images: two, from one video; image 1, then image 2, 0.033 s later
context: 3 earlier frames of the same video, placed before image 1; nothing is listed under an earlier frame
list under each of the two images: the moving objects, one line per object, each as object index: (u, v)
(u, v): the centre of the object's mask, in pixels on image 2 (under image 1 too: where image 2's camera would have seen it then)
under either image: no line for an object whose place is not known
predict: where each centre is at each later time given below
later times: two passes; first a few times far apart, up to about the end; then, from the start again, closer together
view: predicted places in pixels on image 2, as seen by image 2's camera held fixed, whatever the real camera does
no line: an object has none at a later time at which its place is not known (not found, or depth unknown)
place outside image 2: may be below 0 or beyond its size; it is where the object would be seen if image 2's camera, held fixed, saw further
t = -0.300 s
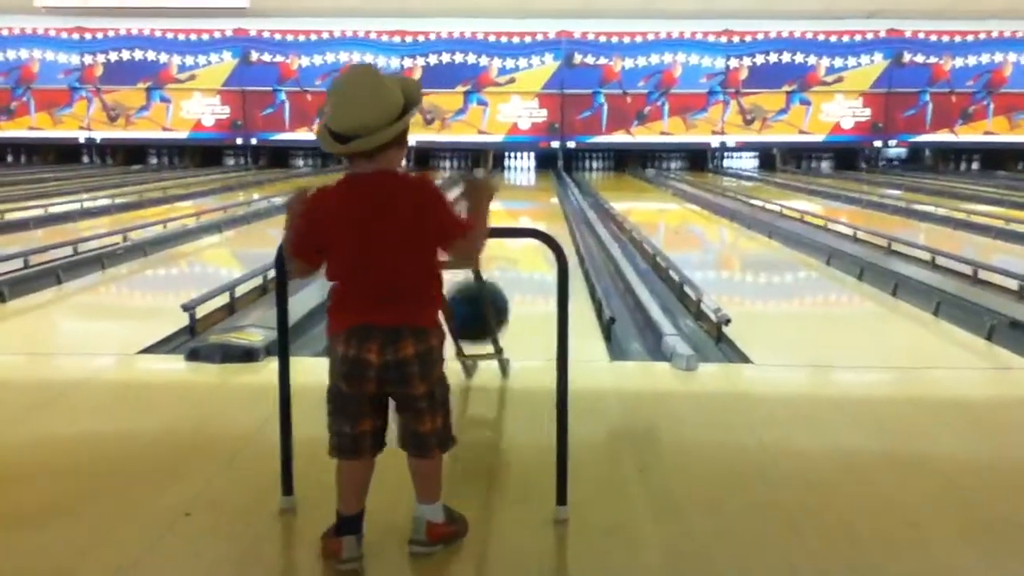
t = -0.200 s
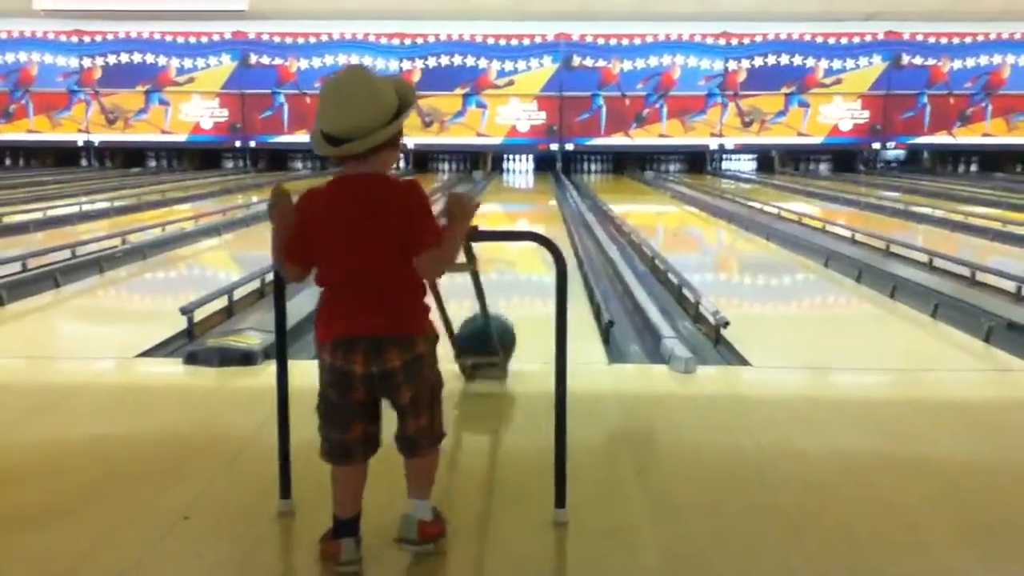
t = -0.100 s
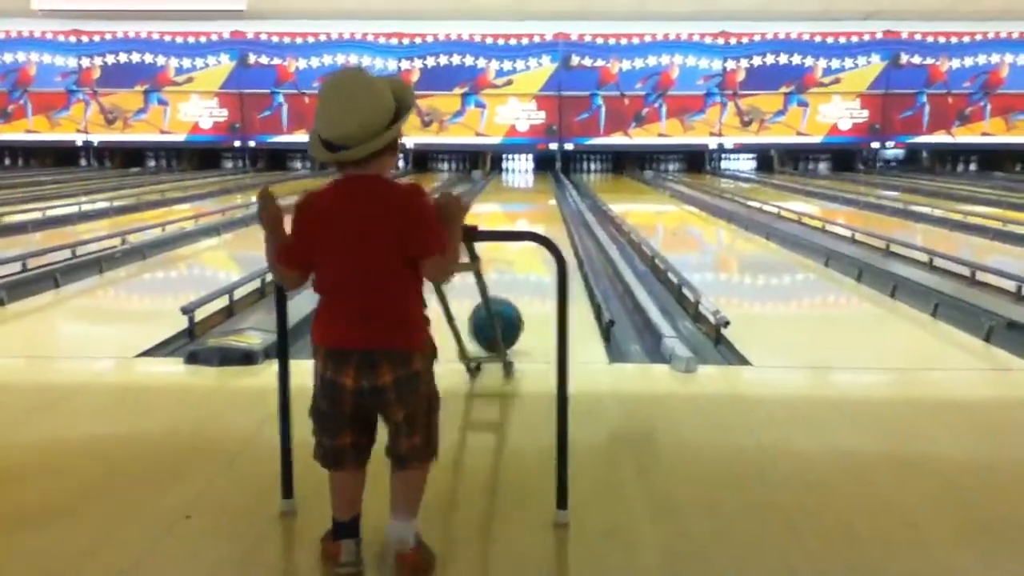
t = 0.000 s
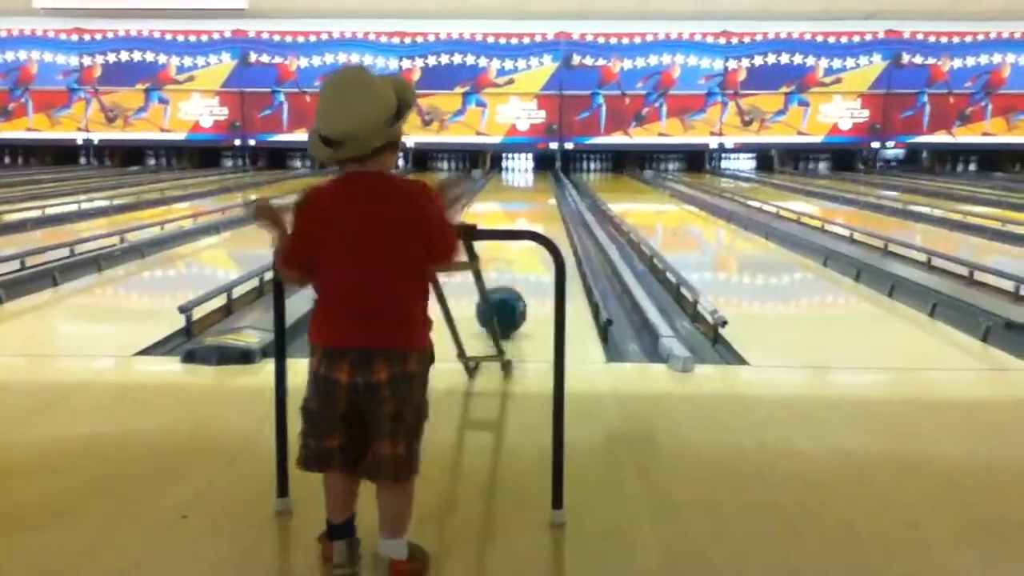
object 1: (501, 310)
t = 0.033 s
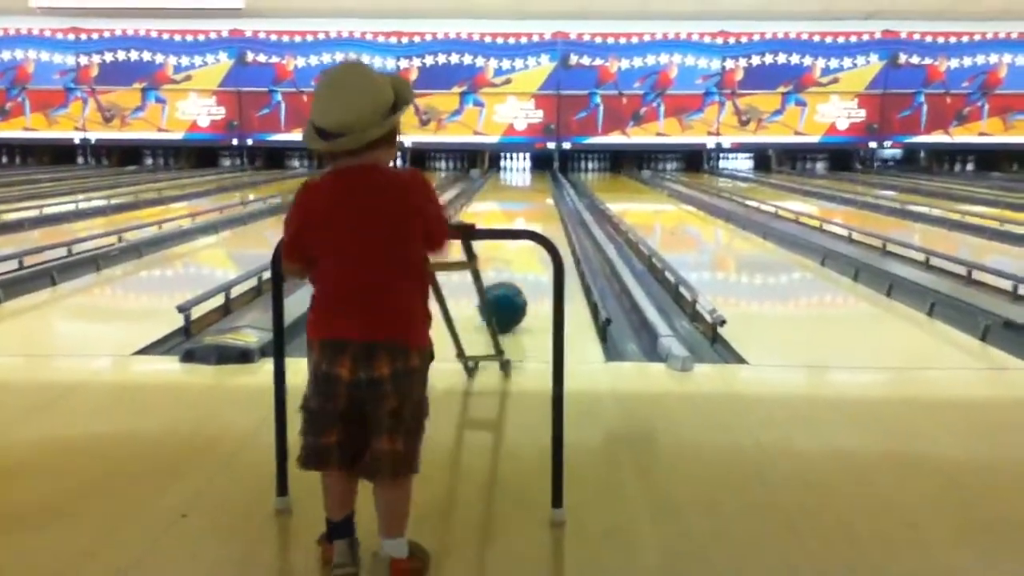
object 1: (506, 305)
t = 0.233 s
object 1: (514, 284)
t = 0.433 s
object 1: (524, 267)
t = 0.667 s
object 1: (532, 255)
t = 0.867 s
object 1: (536, 250)
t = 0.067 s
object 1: (507, 301)
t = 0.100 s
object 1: (508, 298)
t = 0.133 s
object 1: (509, 294)
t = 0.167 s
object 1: (511, 291)
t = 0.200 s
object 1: (513, 287)
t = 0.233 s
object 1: (514, 284)
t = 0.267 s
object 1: (516, 281)
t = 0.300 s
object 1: (518, 278)
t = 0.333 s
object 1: (520, 275)
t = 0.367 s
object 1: (521, 272)
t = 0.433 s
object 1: (524, 267)
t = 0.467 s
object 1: (526, 265)
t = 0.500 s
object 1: (527, 262)
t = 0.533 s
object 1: (529, 260)
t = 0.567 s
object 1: (529, 258)
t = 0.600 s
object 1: (530, 257)
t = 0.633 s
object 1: (531, 256)
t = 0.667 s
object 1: (532, 255)
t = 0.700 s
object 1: (532, 254)
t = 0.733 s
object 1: (533, 253)
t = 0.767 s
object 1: (533, 252)
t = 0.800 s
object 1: (537, 246)
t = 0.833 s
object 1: (538, 244)
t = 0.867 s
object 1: (536, 250)
